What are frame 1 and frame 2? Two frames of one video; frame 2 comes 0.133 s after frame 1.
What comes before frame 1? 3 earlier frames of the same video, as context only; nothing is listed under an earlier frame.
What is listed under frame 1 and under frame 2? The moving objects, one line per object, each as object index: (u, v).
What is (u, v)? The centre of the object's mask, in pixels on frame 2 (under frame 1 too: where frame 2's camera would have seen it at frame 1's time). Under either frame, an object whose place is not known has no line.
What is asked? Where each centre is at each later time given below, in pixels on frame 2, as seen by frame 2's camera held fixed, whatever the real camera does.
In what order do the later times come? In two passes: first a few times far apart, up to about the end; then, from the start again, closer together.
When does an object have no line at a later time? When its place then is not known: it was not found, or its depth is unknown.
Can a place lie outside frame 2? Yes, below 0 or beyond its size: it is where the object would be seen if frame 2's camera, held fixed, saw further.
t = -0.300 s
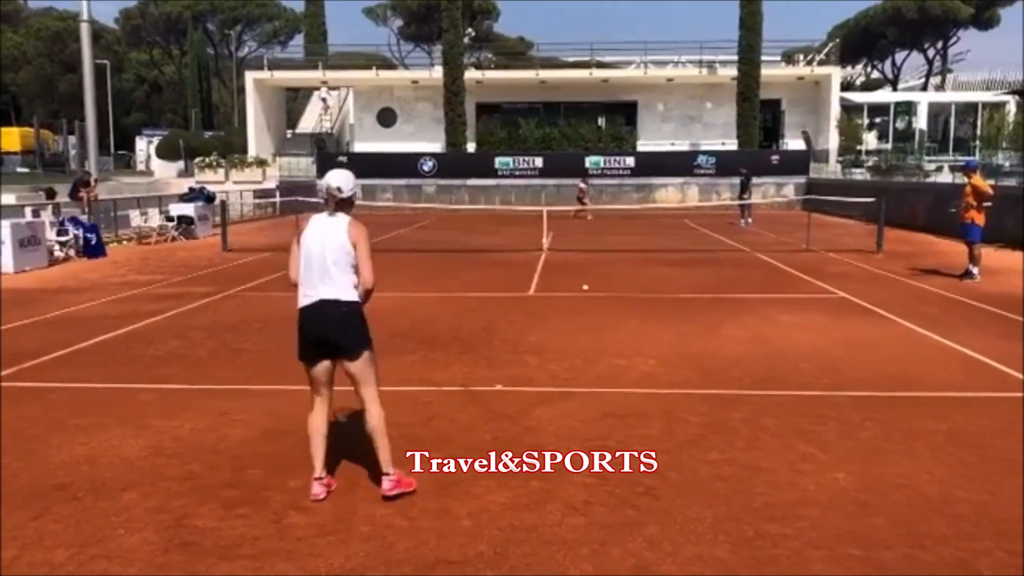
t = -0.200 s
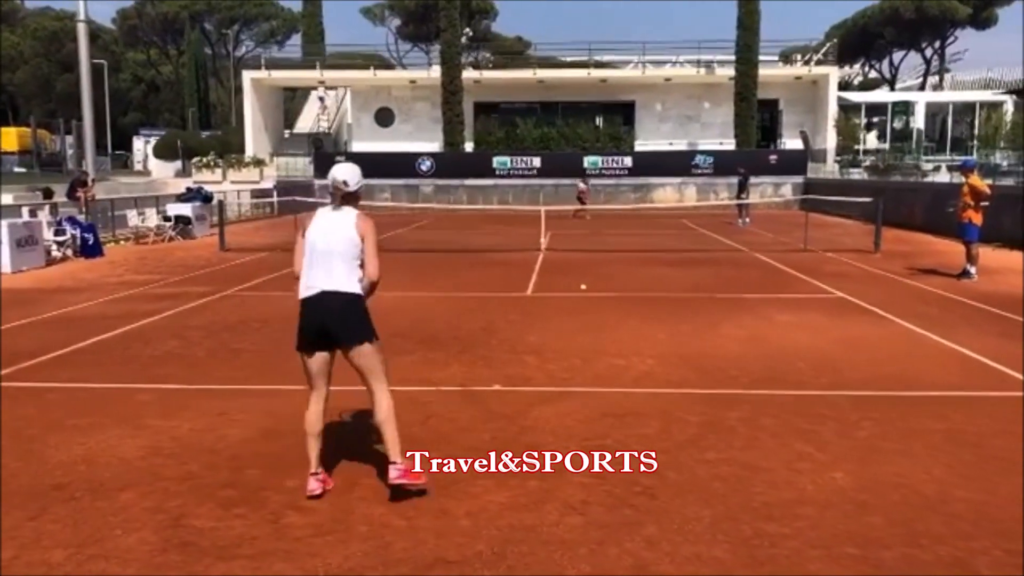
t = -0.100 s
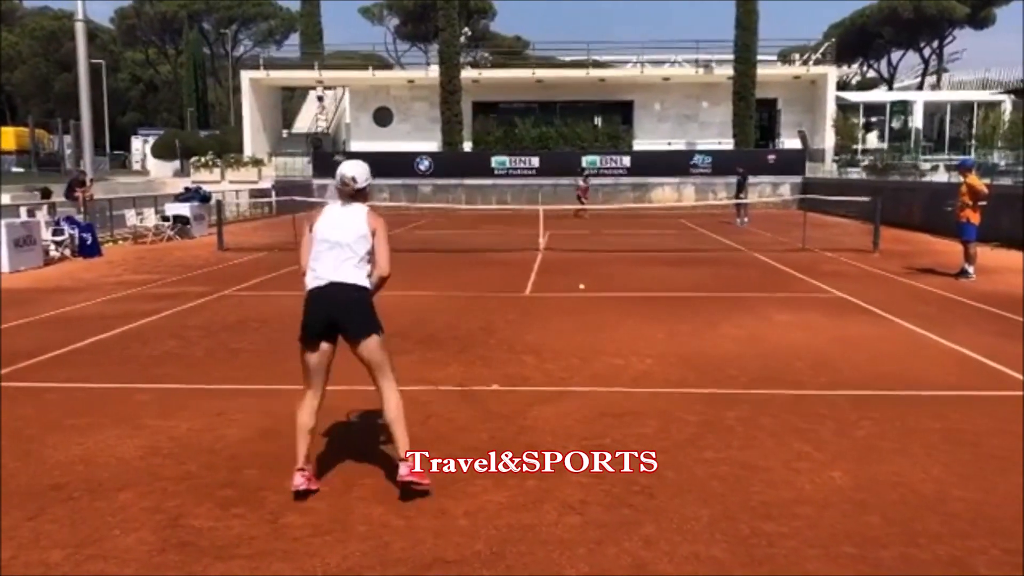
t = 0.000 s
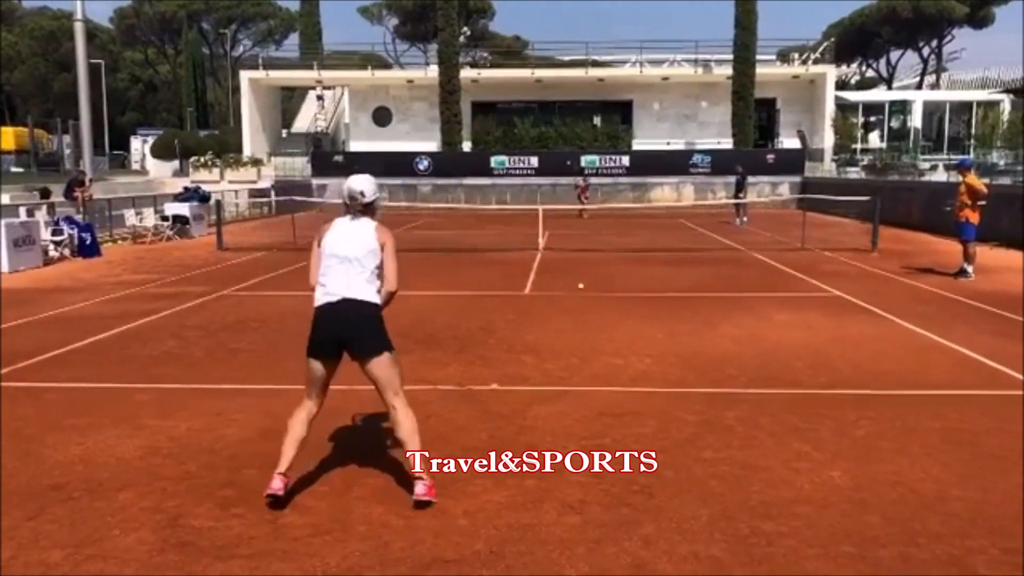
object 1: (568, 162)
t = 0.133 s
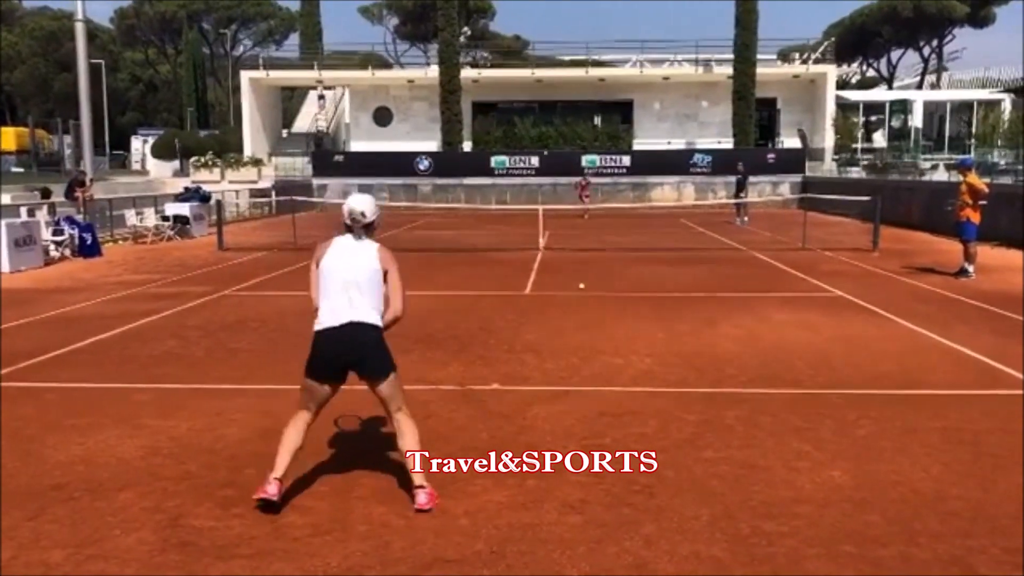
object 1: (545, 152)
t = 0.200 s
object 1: (531, 151)
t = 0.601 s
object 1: (406, 204)
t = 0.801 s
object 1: (291, 324)
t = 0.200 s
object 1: (531, 151)
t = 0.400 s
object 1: (481, 160)
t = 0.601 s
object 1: (406, 204)
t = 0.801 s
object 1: (291, 324)
